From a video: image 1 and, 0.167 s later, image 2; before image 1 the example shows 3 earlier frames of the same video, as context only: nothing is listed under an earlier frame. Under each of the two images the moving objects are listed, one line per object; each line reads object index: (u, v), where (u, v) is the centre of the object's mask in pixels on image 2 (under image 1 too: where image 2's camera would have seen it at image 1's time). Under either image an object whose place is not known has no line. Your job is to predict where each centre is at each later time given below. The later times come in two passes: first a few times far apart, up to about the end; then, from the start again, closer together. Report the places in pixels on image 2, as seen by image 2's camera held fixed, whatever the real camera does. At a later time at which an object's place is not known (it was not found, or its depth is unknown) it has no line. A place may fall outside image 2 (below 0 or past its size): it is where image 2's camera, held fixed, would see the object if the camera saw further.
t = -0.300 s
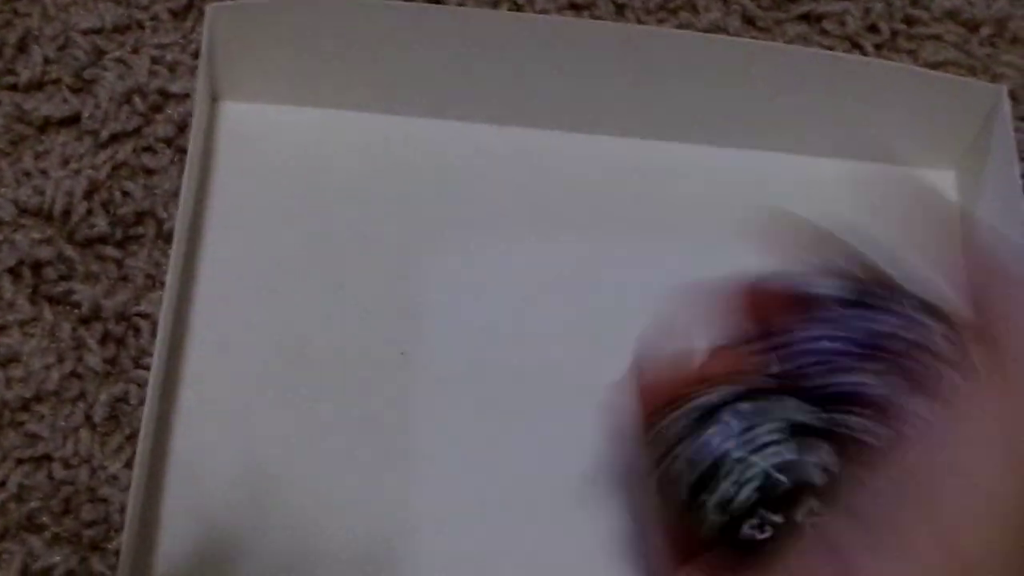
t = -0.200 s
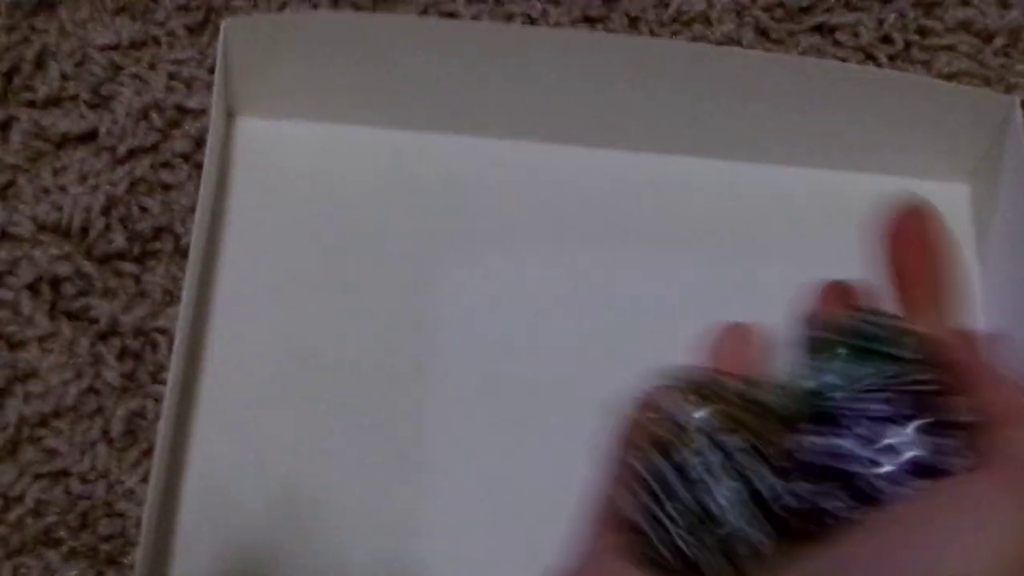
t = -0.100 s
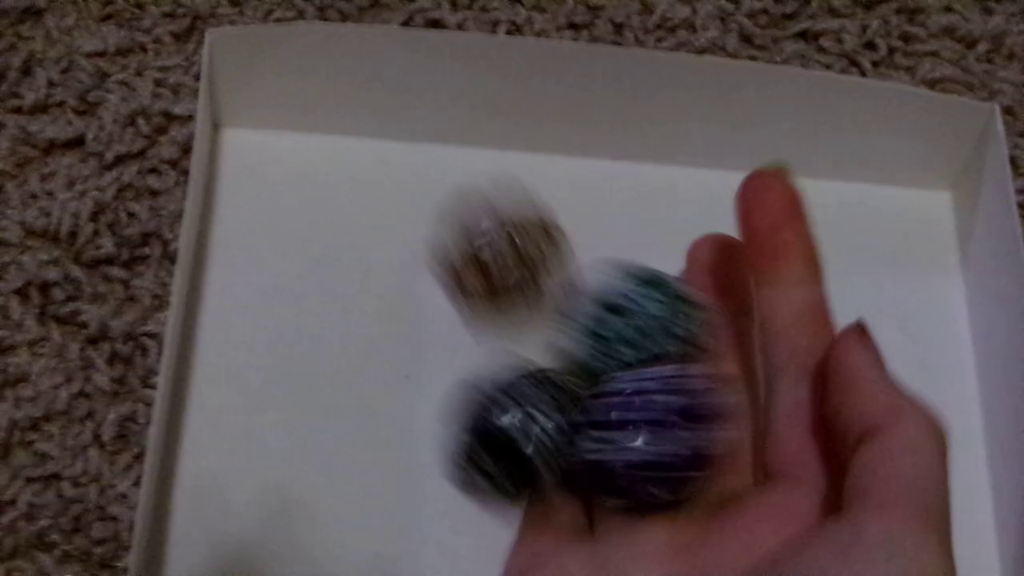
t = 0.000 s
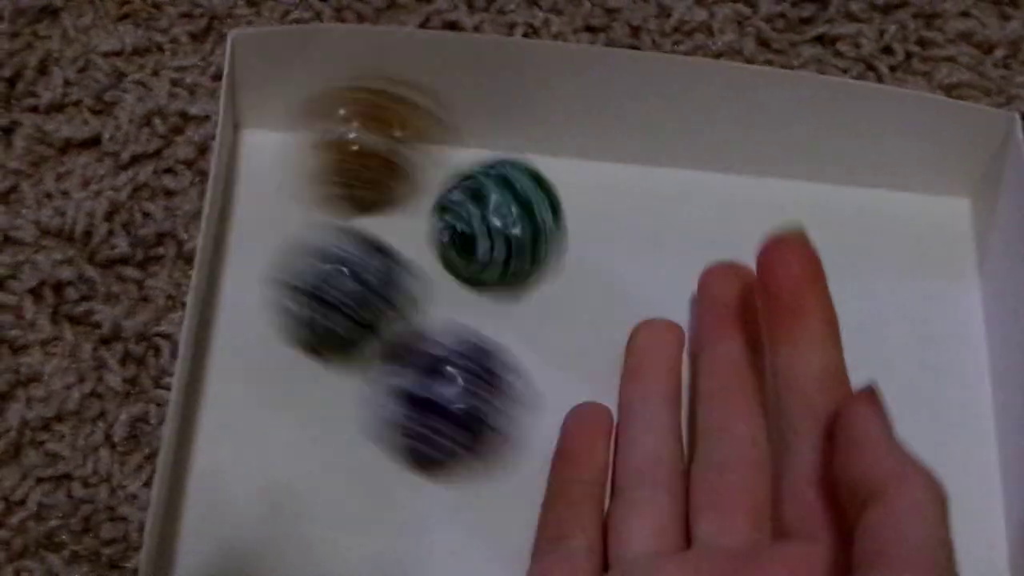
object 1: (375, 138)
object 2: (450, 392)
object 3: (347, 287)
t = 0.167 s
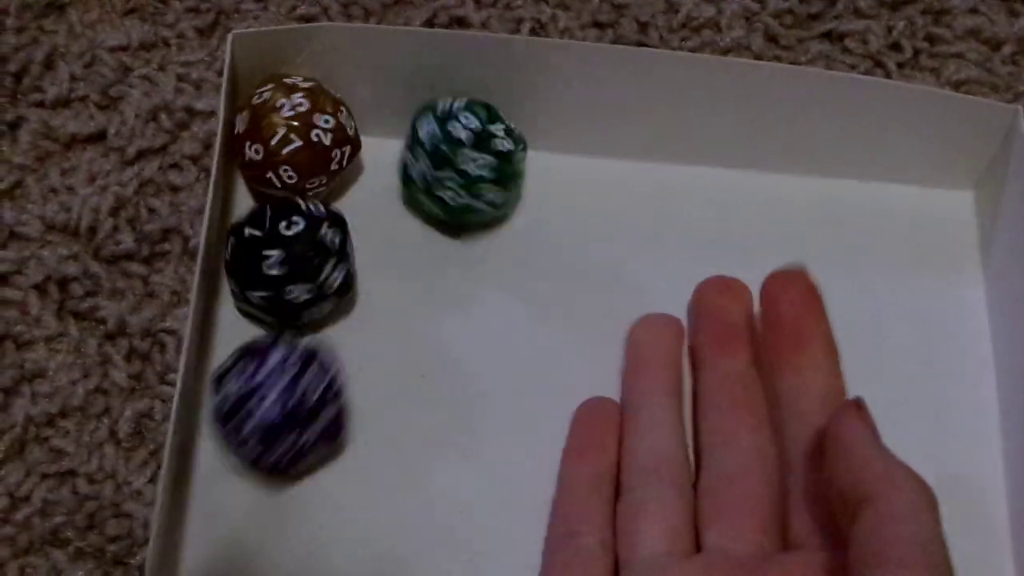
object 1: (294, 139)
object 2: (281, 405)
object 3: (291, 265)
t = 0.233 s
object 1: (296, 140)
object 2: (263, 444)
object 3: (300, 269)
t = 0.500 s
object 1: (297, 138)
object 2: (365, 525)
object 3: (301, 262)
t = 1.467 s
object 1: (297, 138)
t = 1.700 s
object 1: (296, 136)
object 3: (300, 263)
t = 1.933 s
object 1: (297, 141)
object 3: (299, 267)
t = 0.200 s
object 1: (297, 140)
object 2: (269, 425)
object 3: (295, 270)
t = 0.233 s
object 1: (296, 140)
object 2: (263, 444)
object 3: (300, 269)
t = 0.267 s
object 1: (296, 138)
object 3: (301, 268)
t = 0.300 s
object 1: (297, 138)
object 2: (273, 481)
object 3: (301, 264)
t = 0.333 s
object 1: (297, 139)
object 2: (288, 493)
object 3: (303, 266)
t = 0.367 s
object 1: (296, 138)
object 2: (305, 505)
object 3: (302, 263)
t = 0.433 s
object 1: (296, 138)
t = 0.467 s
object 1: (296, 138)
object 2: (356, 518)
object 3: (302, 264)
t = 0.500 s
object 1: (297, 138)
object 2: (365, 525)
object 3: (301, 262)
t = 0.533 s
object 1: (297, 137)
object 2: (368, 529)
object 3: (302, 263)
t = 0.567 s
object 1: (297, 137)
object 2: (369, 529)
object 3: (301, 263)
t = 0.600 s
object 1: (298, 138)
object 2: (369, 526)
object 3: (301, 263)
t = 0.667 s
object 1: (296, 140)
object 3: (300, 263)
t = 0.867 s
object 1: (296, 138)
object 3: (300, 262)
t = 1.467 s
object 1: (297, 138)
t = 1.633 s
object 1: (297, 139)
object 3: (301, 265)
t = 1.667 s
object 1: (298, 138)
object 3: (302, 266)
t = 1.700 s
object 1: (296, 136)
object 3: (300, 263)
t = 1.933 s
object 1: (297, 141)
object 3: (299, 267)
